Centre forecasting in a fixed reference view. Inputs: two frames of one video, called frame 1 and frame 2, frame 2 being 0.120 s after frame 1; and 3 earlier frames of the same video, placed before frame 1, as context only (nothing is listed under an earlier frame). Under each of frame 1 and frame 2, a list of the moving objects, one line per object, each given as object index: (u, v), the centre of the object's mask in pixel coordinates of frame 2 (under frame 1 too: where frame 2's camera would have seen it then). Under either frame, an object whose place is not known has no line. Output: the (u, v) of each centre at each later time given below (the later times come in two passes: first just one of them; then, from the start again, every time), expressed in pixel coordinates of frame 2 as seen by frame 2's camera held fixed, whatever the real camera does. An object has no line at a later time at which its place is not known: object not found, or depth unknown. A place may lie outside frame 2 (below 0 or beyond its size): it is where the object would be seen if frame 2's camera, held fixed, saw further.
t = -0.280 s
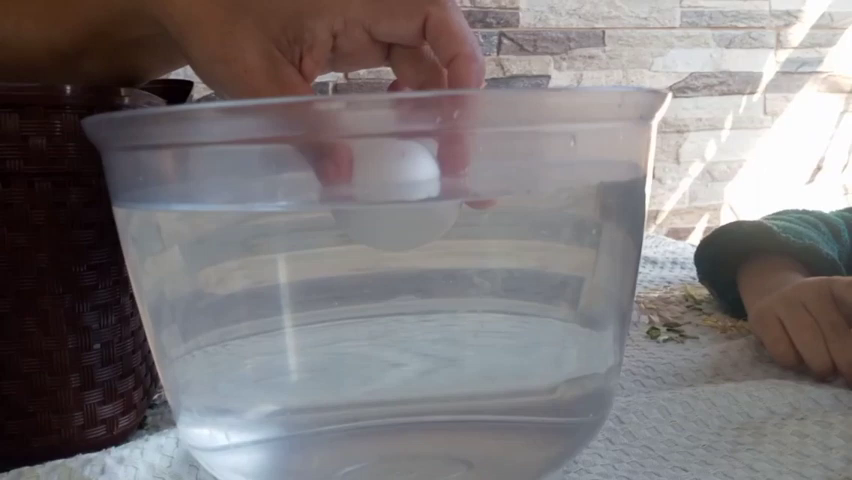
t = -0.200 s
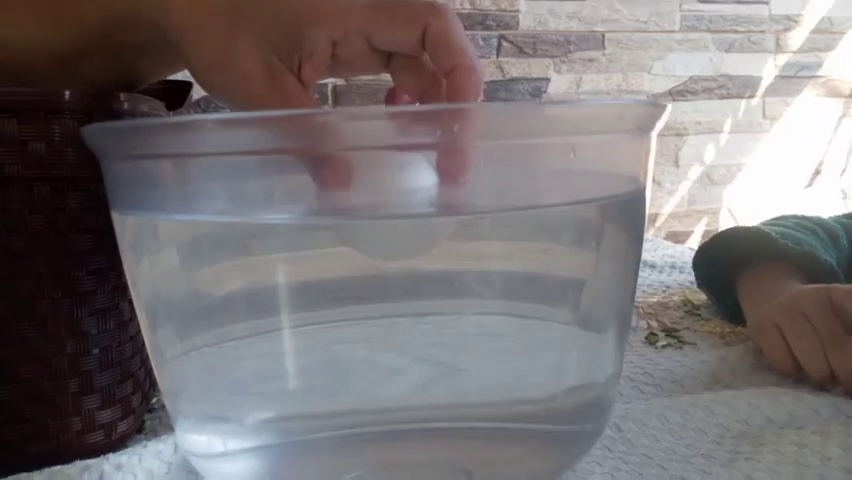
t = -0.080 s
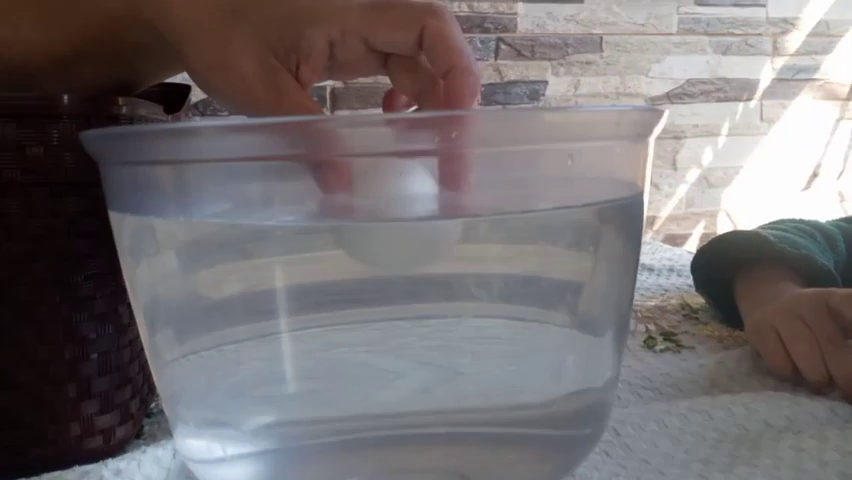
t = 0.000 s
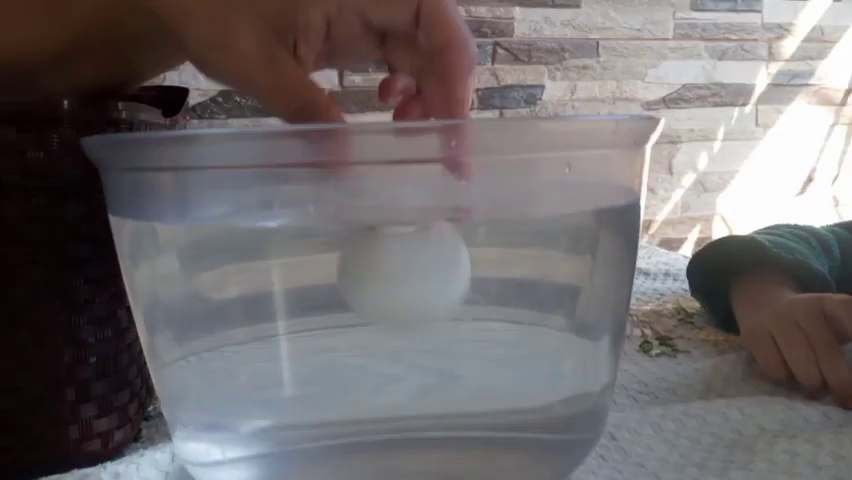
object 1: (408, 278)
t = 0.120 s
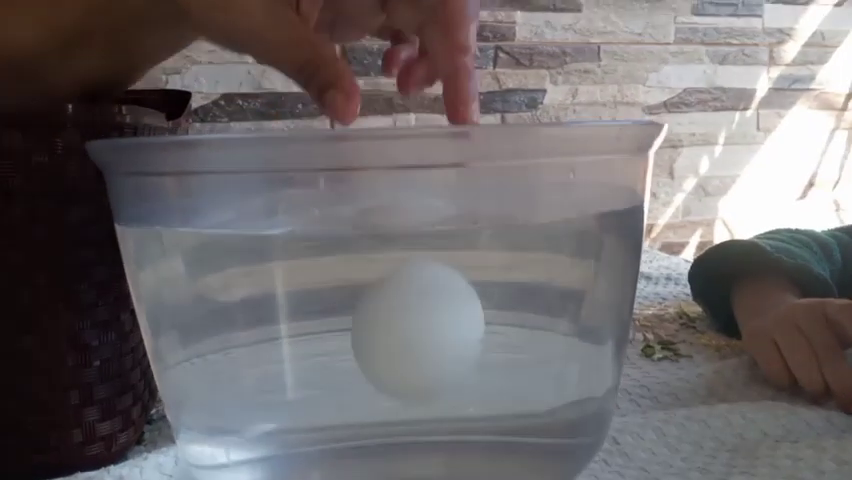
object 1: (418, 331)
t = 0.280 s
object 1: (428, 412)
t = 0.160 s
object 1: (421, 352)
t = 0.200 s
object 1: (423, 372)
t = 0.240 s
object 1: (424, 394)
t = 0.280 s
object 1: (428, 412)
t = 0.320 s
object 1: (433, 405)
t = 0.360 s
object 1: (440, 395)
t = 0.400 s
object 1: (445, 390)
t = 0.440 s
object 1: (450, 384)
